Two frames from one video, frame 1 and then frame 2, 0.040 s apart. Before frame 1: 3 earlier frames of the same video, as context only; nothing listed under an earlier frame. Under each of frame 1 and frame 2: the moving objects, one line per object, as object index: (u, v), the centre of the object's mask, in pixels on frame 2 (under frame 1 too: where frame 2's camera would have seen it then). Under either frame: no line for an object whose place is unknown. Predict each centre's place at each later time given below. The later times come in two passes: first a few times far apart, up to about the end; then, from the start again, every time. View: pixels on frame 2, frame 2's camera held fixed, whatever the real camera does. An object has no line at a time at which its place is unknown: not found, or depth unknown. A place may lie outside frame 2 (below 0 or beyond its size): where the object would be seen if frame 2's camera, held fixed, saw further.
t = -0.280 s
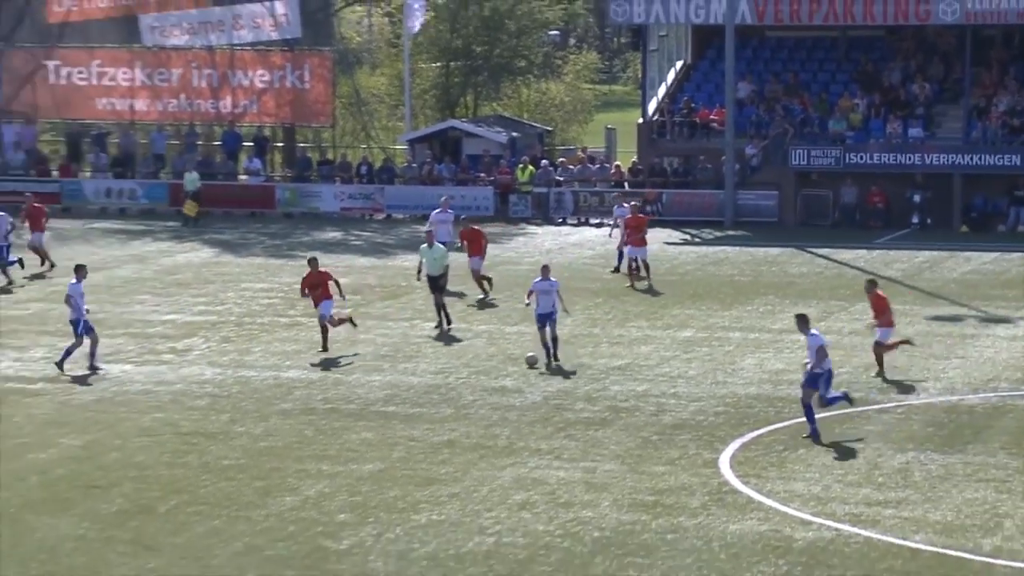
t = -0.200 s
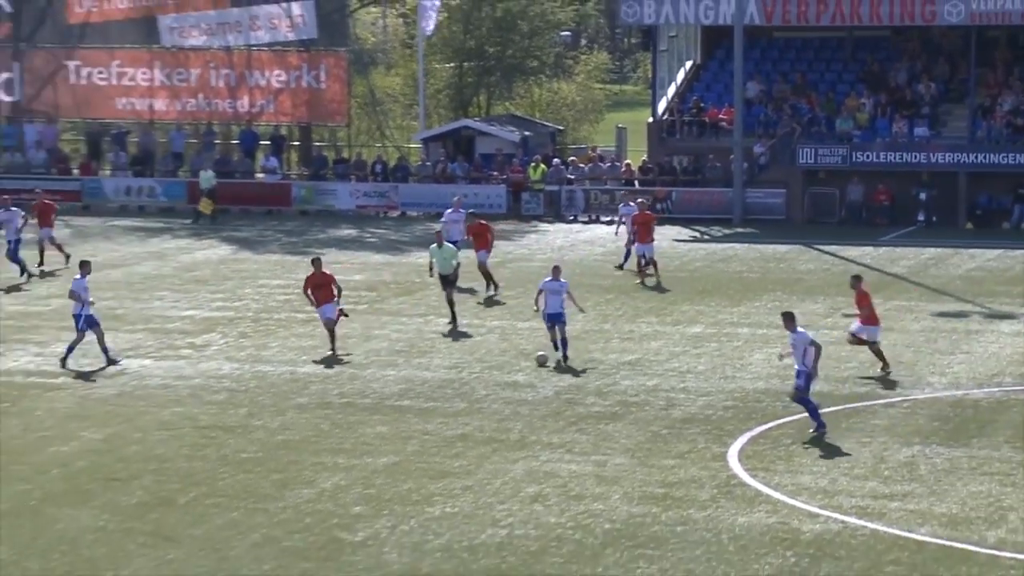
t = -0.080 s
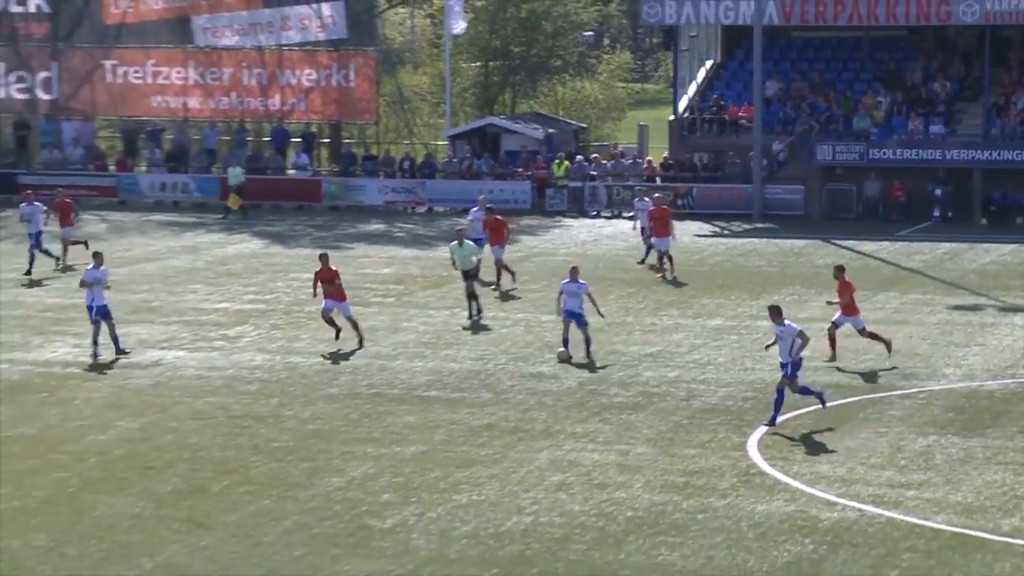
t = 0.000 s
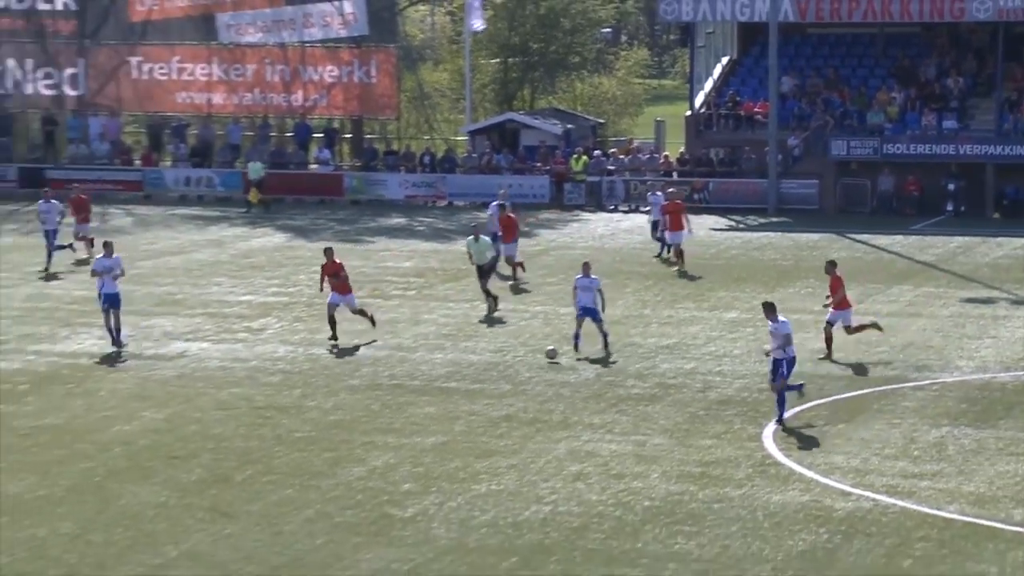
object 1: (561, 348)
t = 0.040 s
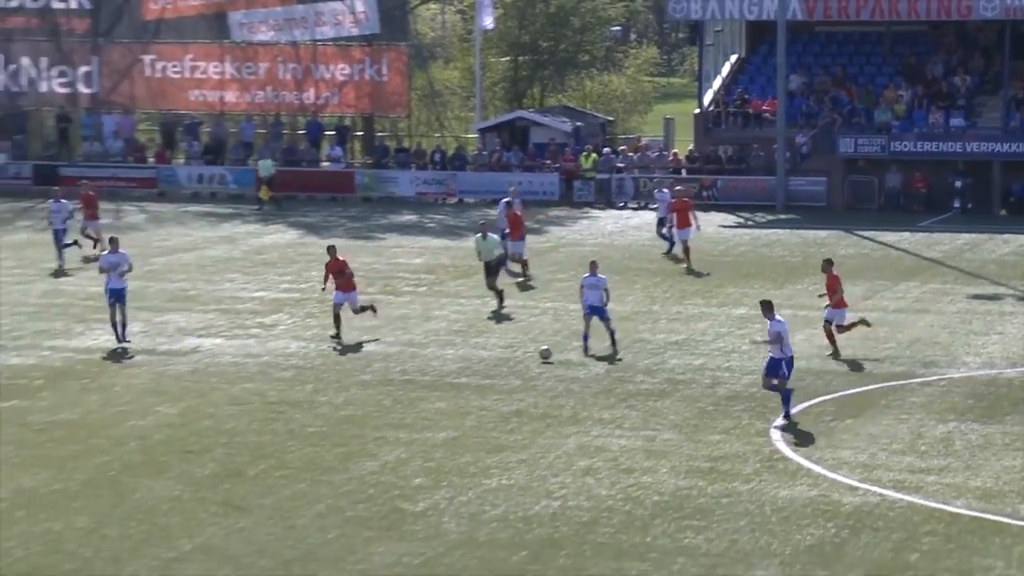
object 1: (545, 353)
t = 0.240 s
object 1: (464, 372)
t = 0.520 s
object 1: (359, 397)
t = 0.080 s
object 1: (529, 357)
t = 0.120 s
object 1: (512, 363)
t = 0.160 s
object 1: (496, 365)
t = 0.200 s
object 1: (480, 368)
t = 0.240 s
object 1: (464, 372)
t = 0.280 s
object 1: (447, 378)
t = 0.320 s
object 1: (432, 381)
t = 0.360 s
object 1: (417, 382)
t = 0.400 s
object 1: (402, 386)
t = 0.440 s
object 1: (387, 390)
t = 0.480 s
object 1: (372, 395)
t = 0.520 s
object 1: (359, 397)
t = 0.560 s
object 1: (346, 399)
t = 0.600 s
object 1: (332, 403)
